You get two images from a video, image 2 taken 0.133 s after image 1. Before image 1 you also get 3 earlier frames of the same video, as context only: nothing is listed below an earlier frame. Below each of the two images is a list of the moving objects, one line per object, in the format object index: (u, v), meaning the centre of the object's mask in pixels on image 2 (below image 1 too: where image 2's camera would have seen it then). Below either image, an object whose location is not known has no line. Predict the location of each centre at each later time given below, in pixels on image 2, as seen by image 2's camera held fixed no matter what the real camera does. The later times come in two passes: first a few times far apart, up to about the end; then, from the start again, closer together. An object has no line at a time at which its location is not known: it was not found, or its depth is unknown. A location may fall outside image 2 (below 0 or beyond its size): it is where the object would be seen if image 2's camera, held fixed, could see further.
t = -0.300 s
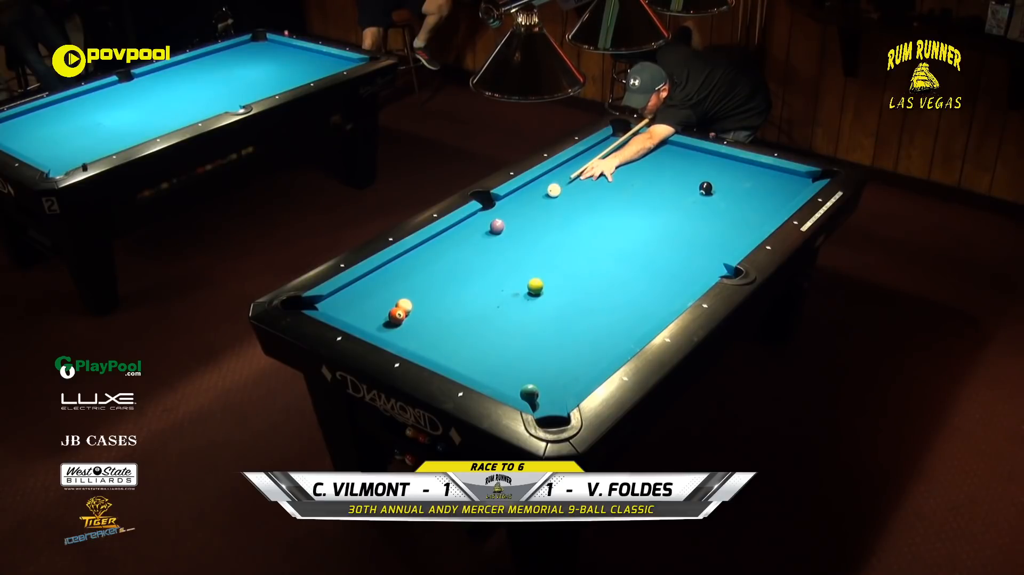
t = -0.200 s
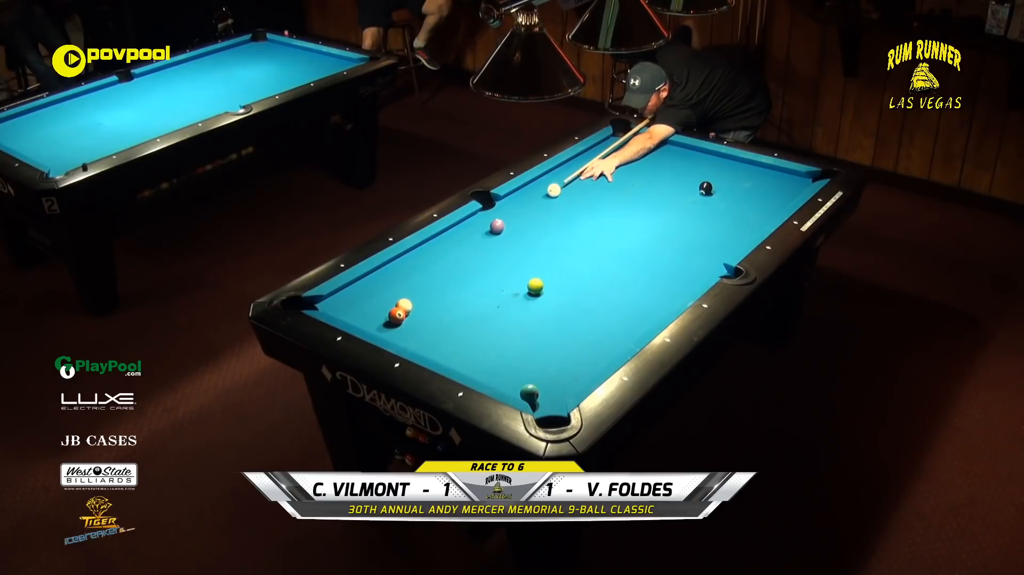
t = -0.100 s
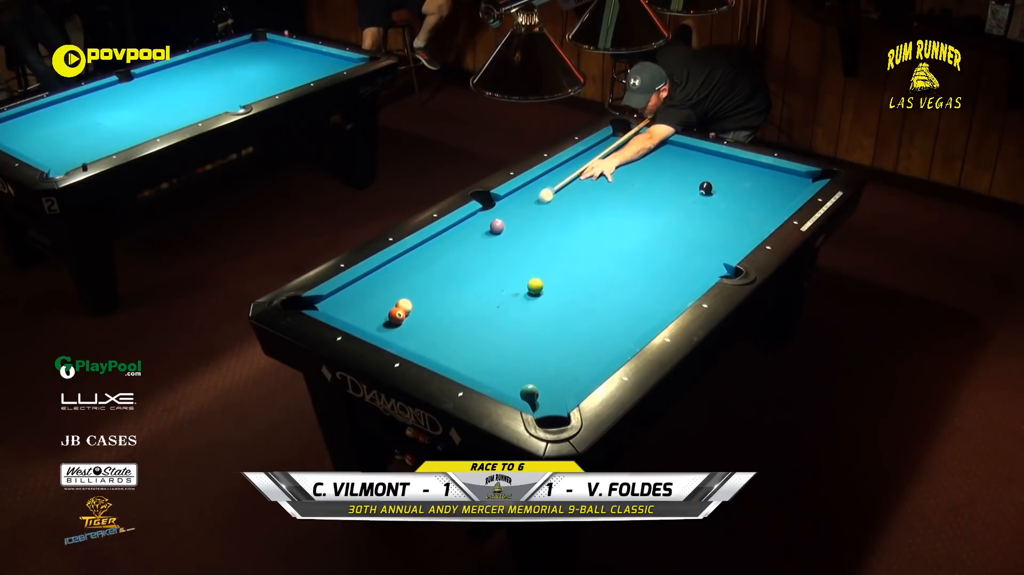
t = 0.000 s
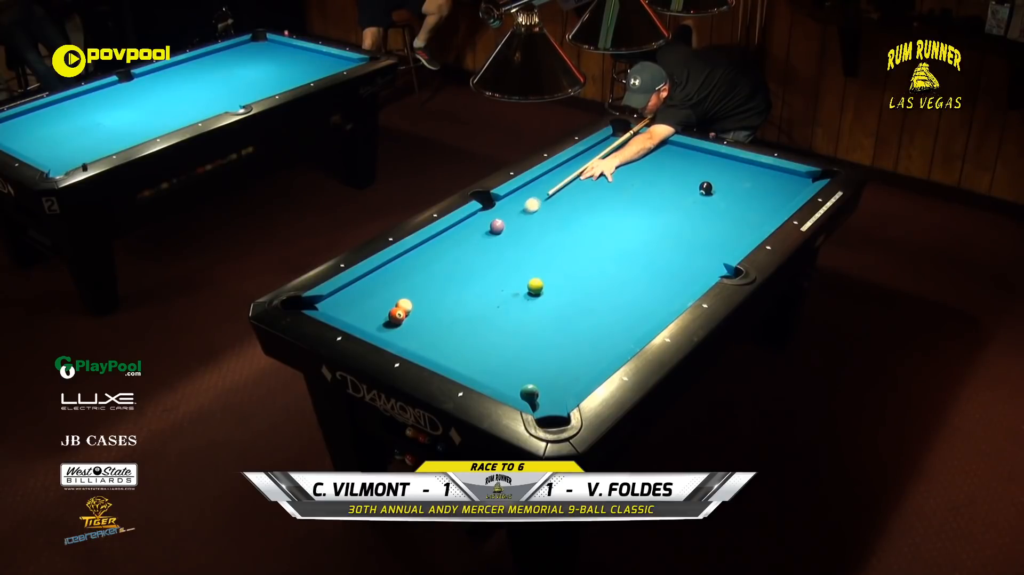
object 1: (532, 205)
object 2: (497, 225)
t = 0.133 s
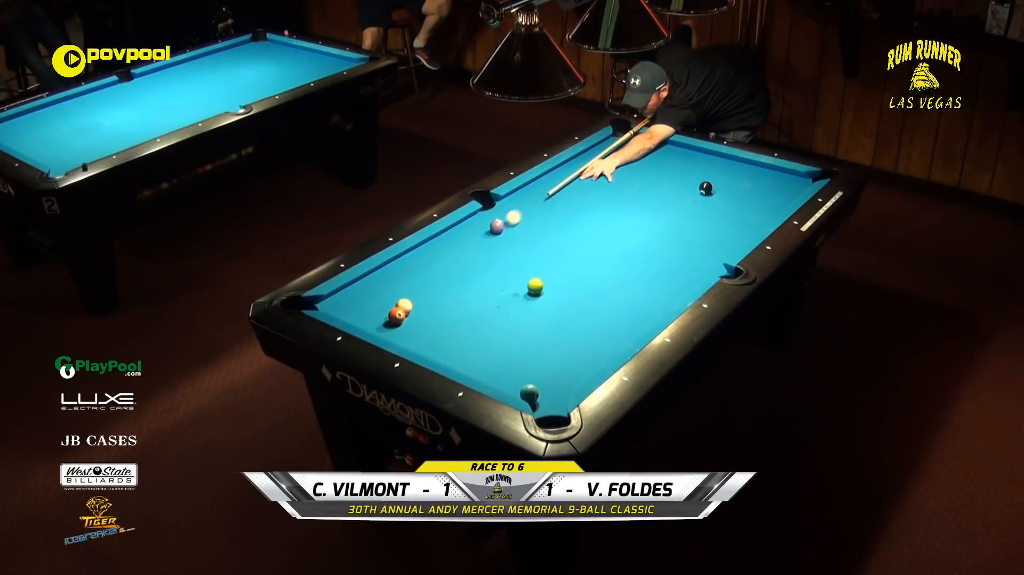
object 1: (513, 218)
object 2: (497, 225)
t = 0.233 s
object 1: (509, 223)
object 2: (487, 230)
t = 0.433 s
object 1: (507, 230)
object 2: (461, 242)
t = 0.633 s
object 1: (506, 236)
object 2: (436, 253)
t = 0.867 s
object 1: (504, 244)
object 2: (407, 266)
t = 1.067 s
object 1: (502, 251)
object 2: (382, 278)
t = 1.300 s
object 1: (500, 258)
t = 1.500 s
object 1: (499, 263)
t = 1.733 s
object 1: (498, 268)
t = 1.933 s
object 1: (497, 273)
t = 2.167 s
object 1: (495, 278)
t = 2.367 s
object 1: (494, 282)
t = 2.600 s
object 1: (493, 286)
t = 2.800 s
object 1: (493, 289)
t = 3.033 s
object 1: (493, 291)
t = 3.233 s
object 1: (493, 293)
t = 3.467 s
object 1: (493, 294)
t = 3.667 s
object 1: (492, 295)
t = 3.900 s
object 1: (492, 295)
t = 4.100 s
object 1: (492, 295)
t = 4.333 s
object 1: (492, 295)
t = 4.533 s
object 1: (492, 295)
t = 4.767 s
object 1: (492, 295)
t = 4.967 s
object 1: (492, 295)
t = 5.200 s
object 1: (492, 295)
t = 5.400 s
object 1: (492, 295)
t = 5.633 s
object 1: (492, 295)
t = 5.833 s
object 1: (492, 295)
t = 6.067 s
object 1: (492, 295)
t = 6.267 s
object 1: (492, 295)
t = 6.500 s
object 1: (492, 295)
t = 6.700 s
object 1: (492, 295)
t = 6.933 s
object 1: (492, 295)
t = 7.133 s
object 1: (492, 295)
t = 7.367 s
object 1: (492, 295)
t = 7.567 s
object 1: (492, 295)
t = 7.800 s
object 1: (492, 295)
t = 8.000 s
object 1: (492, 295)
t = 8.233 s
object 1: (492, 295)
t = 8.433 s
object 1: (492, 295)
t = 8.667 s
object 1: (492, 295)
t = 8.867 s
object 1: (492, 295)
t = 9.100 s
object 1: (492, 295)
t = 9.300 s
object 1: (492, 295)
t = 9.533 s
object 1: (492, 295)
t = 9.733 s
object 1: (492, 295)
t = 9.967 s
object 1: (492, 295)
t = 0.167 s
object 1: (509, 221)
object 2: (496, 226)
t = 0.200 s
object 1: (508, 222)
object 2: (492, 228)
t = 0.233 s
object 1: (509, 223)
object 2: (487, 230)
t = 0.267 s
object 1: (509, 224)
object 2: (482, 232)
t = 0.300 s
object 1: (509, 225)
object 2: (478, 235)
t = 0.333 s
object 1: (508, 226)
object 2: (473, 237)
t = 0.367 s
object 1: (508, 227)
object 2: (469, 239)
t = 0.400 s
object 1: (508, 228)
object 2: (465, 240)
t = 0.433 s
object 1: (507, 230)
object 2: (461, 242)
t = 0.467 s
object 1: (507, 231)
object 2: (457, 244)
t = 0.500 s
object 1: (507, 232)
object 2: (453, 246)
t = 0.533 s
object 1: (506, 233)
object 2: (449, 247)
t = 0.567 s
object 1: (506, 234)
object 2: (445, 249)
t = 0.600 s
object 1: (506, 235)
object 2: (441, 252)
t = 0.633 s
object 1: (506, 236)
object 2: (436, 253)
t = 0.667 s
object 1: (505, 238)
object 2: (433, 255)
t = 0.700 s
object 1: (505, 239)
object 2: (428, 257)
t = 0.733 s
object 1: (505, 240)
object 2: (424, 259)
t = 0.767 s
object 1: (504, 241)
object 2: (420, 261)
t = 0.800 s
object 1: (504, 242)
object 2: (415, 263)
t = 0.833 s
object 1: (504, 243)
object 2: (411, 264)
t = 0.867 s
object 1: (504, 244)
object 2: (407, 266)
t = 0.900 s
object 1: (503, 245)
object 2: (403, 269)
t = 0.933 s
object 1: (503, 246)
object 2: (399, 270)
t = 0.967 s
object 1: (503, 247)
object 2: (395, 272)
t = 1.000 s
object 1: (503, 249)
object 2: (390, 274)
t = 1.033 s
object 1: (502, 249)
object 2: (386, 276)
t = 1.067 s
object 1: (502, 251)
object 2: (382, 278)
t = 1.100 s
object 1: (502, 251)
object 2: (378, 280)
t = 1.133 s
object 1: (502, 253)
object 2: (374, 281)
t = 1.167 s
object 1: (501, 253)
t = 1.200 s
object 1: (501, 255)
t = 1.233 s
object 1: (501, 255)
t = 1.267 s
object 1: (501, 257)
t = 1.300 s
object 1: (500, 258)
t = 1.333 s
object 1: (500, 259)
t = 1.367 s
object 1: (500, 259)
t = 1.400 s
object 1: (500, 260)
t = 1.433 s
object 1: (499, 261)
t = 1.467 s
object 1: (499, 262)
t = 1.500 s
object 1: (499, 263)
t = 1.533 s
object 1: (499, 264)
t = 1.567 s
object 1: (499, 265)
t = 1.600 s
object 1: (498, 265)
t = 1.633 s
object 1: (498, 266)
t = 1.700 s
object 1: (498, 267)
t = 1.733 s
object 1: (498, 268)
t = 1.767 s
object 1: (497, 269)
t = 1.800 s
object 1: (497, 270)
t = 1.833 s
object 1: (497, 271)
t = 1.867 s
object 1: (497, 272)
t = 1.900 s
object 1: (497, 272)
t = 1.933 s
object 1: (497, 273)
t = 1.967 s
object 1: (496, 274)
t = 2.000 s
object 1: (496, 274)
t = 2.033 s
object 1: (496, 275)
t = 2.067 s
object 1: (496, 276)
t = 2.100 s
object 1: (495, 276)
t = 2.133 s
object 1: (495, 277)
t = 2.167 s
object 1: (495, 278)
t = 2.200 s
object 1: (495, 279)
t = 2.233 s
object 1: (495, 279)
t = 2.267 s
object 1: (495, 280)
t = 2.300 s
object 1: (494, 281)
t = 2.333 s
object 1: (494, 281)
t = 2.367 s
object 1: (494, 282)
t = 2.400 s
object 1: (494, 282)
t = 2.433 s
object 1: (494, 283)
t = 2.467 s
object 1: (494, 283)
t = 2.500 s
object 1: (494, 284)
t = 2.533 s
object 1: (494, 285)
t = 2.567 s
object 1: (494, 285)
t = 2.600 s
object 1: (493, 286)
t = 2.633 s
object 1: (493, 286)
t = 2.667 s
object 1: (493, 287)
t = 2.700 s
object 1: (493, 287)
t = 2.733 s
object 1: (493, 288)
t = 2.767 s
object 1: (493, 288)
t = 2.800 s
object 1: (493, 289)
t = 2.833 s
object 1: (493, 289)
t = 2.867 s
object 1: (493, 289)
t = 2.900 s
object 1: (493, 290)
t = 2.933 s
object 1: (493, 290)
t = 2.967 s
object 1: (493, 290)
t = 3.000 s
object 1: (493, 291)
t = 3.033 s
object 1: (493, 291)
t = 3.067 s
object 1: (493, 291)
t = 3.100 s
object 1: (493, 292)
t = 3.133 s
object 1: (493, 292)
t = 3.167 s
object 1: (493, 292)
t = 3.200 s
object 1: (493, 293)
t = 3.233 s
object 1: (493, 293)
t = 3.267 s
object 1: (493, 293)
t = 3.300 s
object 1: (493, 293)
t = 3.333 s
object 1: (493, 294)
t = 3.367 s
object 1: (493, 294)
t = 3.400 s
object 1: (493, 294)
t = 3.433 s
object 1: (493, 294)
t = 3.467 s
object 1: (493, 294)
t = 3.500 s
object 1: (493, 294)
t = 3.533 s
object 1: (493, 295)
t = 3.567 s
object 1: (493, 295)
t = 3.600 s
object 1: (493, 295)
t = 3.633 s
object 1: (492, 295)
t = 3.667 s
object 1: (492, 295)
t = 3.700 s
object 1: (492, 295)
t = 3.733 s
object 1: (492, 295)
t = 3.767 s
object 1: (492, 295)
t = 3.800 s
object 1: (492, 295)
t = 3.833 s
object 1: (492, 295)
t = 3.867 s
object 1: (492, 295)
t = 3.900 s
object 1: (492, 295)
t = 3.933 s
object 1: (492, 295)
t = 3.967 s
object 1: (492, 295)
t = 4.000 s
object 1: (492, 295)
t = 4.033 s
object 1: (492, 295)
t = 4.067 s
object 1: (492, 295)
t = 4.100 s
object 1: (492, 295)
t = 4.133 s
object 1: (492, 295)
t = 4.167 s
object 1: (492, 295)
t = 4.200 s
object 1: (492, 295)
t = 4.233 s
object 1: (492, 295)
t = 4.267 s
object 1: (492, 295)
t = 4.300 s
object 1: (492, 295)
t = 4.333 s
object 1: (492, 295)
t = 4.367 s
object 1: (492, 295)
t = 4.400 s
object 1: (492, 295)
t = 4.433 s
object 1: (492, 295)
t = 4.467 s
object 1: (492, 295)
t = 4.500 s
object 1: (492, 295)
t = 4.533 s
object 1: (492, 295)
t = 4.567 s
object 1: (492, 295)
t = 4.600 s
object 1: (492, 295)
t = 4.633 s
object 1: (492, 295)
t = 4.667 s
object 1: (492, 295)
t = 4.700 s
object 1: (492, 295)
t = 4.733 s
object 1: (492, 295)
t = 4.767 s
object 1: (492, 295)
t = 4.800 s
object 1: (492, 295)
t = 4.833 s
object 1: (492, 295)
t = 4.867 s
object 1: (492, 295)
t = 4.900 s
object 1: (492, 295)
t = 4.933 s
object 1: (492, 295)
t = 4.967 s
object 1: (492, 295)
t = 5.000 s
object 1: (492, 295)
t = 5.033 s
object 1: (492, 295)
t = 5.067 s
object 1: (492, 295)
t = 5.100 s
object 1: (492, 295)
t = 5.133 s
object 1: (492, 295)
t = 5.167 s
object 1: (492, 295)
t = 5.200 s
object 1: (492, 295)
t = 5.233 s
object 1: (492, 295)
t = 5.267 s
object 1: (492, 295)
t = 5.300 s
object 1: (492, 295)
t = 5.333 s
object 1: (492, 295)
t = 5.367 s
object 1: (492, 295)
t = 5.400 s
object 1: (492, 295)
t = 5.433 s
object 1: (492, 295)
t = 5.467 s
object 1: (492, 295)
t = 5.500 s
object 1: (492, 295)
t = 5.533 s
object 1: (492, 295)
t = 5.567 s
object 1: (492, 295)
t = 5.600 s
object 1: (492, 295)
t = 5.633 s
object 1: (492, 295)
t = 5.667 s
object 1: (492, 295)
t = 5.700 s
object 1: (492, 295)
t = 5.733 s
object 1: (492, 295)
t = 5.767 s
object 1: (492, 295)
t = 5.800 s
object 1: (492, 295)
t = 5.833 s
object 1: (492, 295)
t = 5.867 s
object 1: (492, 295)
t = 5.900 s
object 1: (492, 295)
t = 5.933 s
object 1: (492, 295)
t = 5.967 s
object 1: (492, 295)
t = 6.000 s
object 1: (492, 295)
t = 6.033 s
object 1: (492, 295)
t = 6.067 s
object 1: (492, 295)
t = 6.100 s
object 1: (492, 295)
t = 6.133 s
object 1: (492, 295)
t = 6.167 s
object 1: (492, 295)
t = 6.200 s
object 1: (492, 295)
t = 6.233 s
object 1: (492, 295)
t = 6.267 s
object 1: (492, 295)
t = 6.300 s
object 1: (492, 295)
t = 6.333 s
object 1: (492, 295)
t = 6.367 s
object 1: (492, 295)
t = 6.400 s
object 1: (492, 295)
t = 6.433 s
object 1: (492, 295)
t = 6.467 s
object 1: (492, 295)
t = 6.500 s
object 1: (492, 295)
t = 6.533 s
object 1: (492, 295)
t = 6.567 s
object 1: (492, 295)
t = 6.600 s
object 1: (492, 295)
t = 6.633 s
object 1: (492, 295)
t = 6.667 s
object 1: (492, 295)
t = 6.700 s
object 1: (492, 295)
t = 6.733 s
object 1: (492, 295)
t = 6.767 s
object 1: (492, 295)
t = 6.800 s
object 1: (492, 295)
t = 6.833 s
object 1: (492, 295)
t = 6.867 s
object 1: (492, 295)
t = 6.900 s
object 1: (492, 295)
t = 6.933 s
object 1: (492, 295)
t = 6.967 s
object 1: (492, 295)
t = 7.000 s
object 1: (492, 295)
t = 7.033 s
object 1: (492, 295)
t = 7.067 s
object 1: (492, 295)
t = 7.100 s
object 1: (492, 295)
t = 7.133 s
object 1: (492, 295)
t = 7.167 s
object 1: (492, 295)
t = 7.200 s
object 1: (492, 295)
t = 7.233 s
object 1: (492, 295)
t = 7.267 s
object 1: (492, 295)
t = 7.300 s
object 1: (492, 295)
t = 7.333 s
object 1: (492, 295)
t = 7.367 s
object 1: (492, 295)
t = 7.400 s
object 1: (492, 295)
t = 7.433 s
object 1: (492, 295)
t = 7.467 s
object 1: (492, 295)
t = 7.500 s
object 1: (492, 295)
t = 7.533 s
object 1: (492, 295)
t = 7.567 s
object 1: (492, 295)
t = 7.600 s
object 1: (492, 295)
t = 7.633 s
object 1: (492, 295)
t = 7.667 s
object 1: (492, 295)
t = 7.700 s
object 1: (492, 295)
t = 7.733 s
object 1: (492, 295)
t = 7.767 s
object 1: (492, 295)
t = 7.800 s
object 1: (492, 295)
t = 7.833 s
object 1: (492, 295)
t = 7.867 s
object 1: (492, 295)
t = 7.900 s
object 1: (492, 295)
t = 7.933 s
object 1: (492, 295)
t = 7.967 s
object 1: (492, 295)
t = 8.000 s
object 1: (492, 295)
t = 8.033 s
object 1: (492, 295)
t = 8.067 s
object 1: (492, 295)
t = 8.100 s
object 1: (492, 295)
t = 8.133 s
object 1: (492, 295)
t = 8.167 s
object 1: (492, 295)
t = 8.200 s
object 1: (492, 295)
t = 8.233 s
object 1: (492, 295)
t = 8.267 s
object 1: (492, 295)
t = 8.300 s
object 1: (492, 295)
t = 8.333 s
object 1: (492, 295)
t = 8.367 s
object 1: (492, 295)
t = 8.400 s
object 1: (492, 295)
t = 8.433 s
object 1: (492, 295)
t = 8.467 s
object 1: (492, 295)
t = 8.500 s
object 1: (492, 295)
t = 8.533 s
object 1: (492, 295)
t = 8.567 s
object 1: (492, 295)
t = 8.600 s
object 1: (492, 295)
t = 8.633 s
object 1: (492, 295)
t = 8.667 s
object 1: (492, 295)
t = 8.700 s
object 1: (492, 295)
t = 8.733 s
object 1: (492, 295)
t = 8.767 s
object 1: (492, 295)
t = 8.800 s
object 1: (492, 295)
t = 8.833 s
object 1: (492, 295)
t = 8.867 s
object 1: (492, 295)
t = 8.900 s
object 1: (492, 295)
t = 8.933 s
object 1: (492, 295)
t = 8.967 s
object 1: (492, 295)
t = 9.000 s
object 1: (492, 295)
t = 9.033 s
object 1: (492, 295)
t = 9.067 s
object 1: (492, 295)
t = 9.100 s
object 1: (492, 295)
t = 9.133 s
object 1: (492, 295)
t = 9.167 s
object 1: (492, 295)
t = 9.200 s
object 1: (492, 295)
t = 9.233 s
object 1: (492, 295)
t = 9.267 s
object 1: (492, 295)
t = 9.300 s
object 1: (492, 295)
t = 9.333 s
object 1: (492, 295)
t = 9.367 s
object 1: (492, 295)
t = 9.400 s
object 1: (492, 295)
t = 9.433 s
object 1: (492, 295)
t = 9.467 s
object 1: (492, 295)
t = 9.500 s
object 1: (492, 295)
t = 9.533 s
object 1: (492, 295)
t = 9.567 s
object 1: (492, 295)
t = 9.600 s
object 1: (492, 295)
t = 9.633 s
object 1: (492, 295)
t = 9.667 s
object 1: (492, 295)
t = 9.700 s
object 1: (492, 295)
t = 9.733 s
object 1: (492, 295)
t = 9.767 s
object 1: (492, 295)
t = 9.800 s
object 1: (492, 295)
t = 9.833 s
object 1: (492, 295)
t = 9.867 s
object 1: (492, 295)
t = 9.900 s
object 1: (492, 295)
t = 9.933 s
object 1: (492, 295)
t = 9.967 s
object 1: (492, 295)
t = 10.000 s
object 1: (492, 295)
